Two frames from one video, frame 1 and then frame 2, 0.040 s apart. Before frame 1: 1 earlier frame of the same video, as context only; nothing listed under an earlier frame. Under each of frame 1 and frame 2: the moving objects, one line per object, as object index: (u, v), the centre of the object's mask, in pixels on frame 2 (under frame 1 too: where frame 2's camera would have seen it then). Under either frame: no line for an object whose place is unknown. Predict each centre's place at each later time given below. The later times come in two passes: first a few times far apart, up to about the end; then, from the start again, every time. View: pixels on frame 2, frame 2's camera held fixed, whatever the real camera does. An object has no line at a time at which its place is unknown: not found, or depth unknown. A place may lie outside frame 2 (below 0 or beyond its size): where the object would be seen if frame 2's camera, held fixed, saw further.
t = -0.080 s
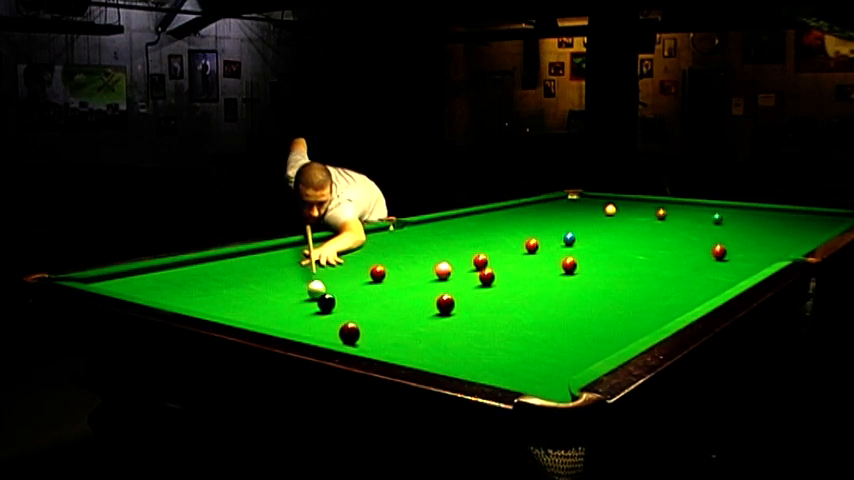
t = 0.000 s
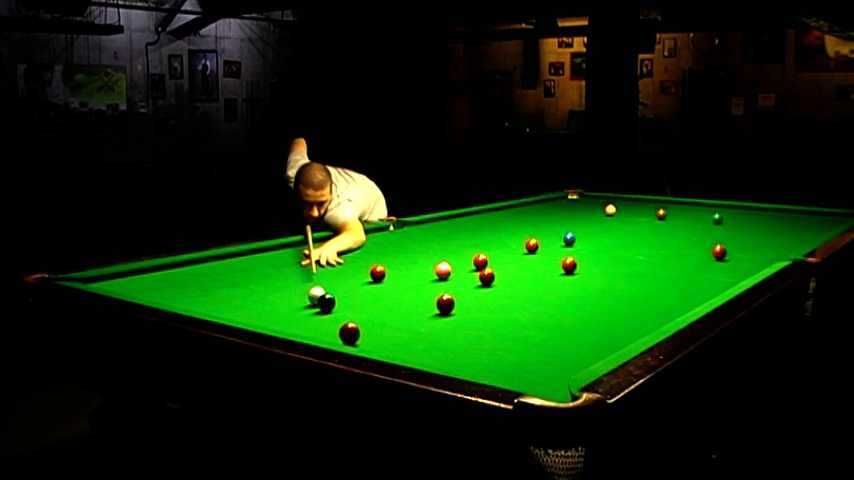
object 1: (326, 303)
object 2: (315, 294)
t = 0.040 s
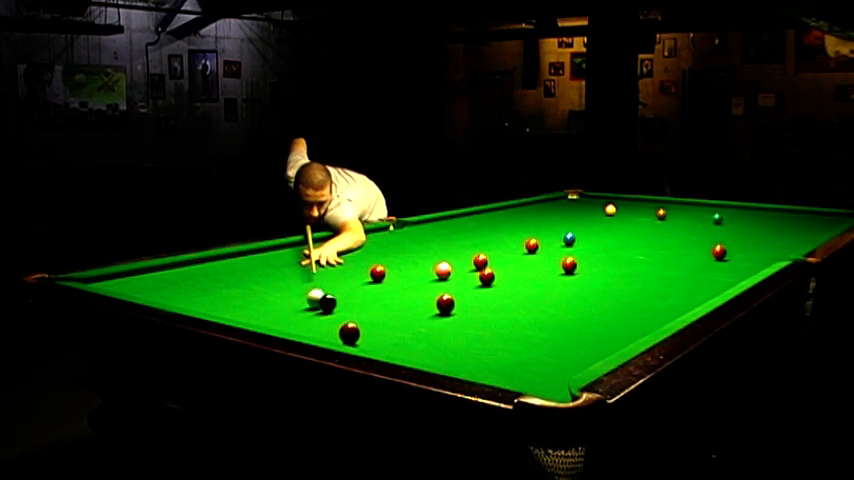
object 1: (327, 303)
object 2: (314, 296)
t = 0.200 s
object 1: (347, 310)
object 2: (298, 303)
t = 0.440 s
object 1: (373, 322)
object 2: (272, 312)
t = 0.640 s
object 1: (396, 331)
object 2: (251, 316)
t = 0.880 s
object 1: (424, 342)
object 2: (264, 316)
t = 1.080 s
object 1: (449, 352)
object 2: (282, 314)
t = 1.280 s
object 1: (476, 362)
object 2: (297, 311)
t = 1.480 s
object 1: (503, 371)
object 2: (311, 309)
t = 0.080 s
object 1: (333, 305)
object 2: (311, 299)
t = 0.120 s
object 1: (338, 307)
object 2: (306, 300)
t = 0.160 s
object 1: (343, 309)
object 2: (302, 302)
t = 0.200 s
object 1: (347, 310)
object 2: (298, 303)
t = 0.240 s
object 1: (351, 312)
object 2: (294, 305)
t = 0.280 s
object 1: (355, 313)
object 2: (289, 306)
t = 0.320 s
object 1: (360, 316)
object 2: (285, 308)
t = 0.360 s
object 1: (364, 318)
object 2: (281, 309)
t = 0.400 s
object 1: (368, 319)
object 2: (276, 311)
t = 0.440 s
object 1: (373, 322)
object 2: (272, 312)
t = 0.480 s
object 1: (377, 323)
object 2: (268, 314)
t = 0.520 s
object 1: (382, 325)
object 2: (263, 315)
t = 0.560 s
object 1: (386, 327)
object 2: (259, 315)
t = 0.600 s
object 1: (391, 329)
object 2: (255, 316)
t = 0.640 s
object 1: (396, 331)
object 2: (251, 316)
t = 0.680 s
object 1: (400, 332)
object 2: (247, 317)
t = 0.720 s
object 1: (405, 334)
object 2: (250, 317)
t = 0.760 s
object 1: (410, 336)
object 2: (254, 317)
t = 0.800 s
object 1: (415, 338)
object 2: (257, 316)
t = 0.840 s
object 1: (419, 340)
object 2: (261, 317)
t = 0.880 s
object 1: (424, 342)
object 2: (264, 316)
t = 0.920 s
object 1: (429, 344)
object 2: (268, 317)
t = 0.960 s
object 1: (434, 346)
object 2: (272, 317)
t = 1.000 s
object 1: (439, 348)
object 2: (275, 316)
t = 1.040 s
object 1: (444, 350)
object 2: (278, 315)
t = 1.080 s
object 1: (449, 352)
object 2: (282, 314)
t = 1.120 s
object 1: (454, 354)
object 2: (285, 313)
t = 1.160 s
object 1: (460, 356)
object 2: (288, 313)
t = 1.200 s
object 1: (465, 358)
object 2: (291, 313)
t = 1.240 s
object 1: (470, 360)
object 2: (294, 312)
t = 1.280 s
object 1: (476, 362)
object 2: (297, 311)
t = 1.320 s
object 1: (481, 364)
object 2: (300, 310)
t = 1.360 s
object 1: (486, 366)
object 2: (303, 310)
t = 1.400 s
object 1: (492, 367)
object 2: (306, 310)
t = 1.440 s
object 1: (497, 369)
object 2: (308, 309)
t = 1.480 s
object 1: (503, 371)
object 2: (311, 309)
